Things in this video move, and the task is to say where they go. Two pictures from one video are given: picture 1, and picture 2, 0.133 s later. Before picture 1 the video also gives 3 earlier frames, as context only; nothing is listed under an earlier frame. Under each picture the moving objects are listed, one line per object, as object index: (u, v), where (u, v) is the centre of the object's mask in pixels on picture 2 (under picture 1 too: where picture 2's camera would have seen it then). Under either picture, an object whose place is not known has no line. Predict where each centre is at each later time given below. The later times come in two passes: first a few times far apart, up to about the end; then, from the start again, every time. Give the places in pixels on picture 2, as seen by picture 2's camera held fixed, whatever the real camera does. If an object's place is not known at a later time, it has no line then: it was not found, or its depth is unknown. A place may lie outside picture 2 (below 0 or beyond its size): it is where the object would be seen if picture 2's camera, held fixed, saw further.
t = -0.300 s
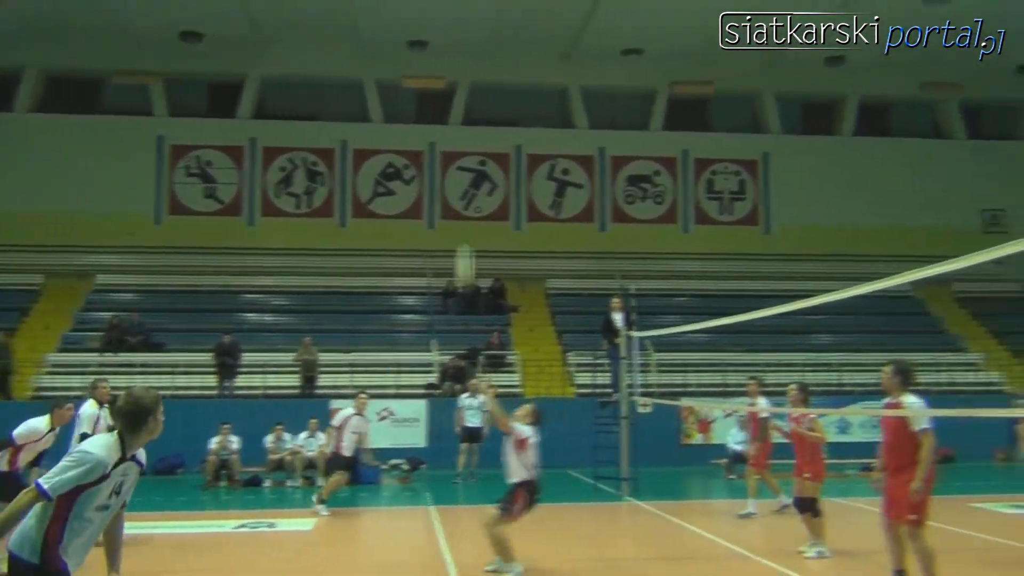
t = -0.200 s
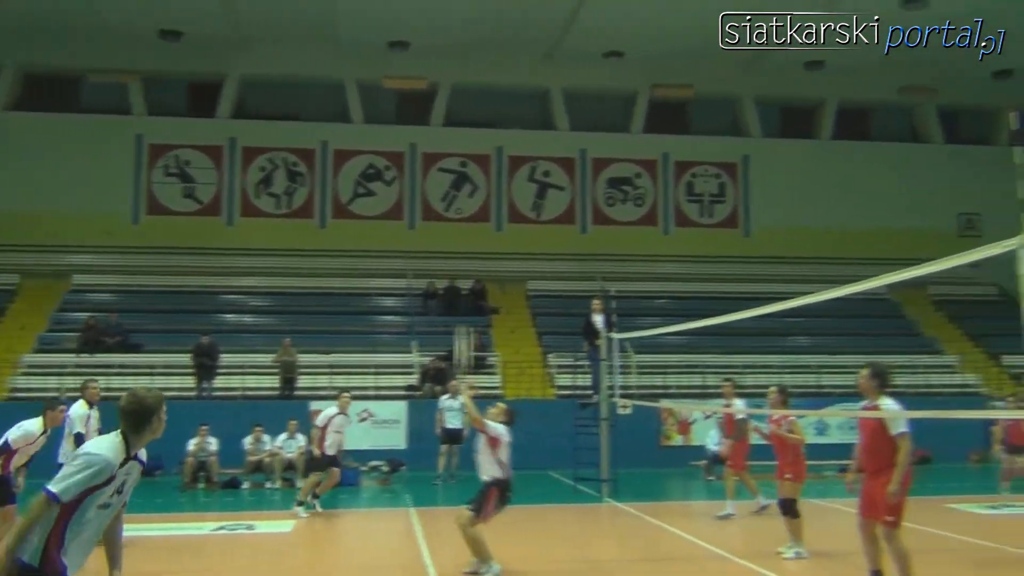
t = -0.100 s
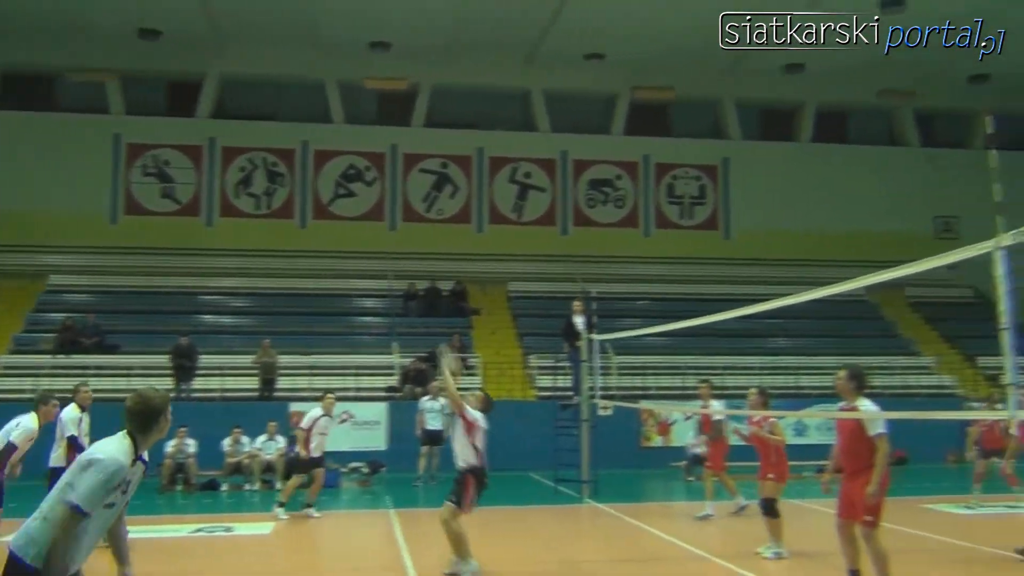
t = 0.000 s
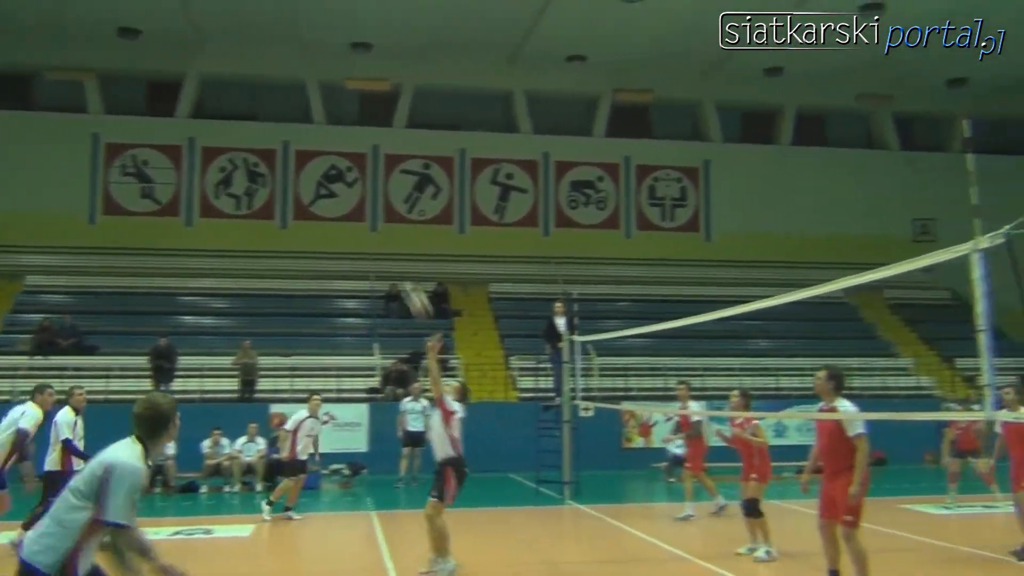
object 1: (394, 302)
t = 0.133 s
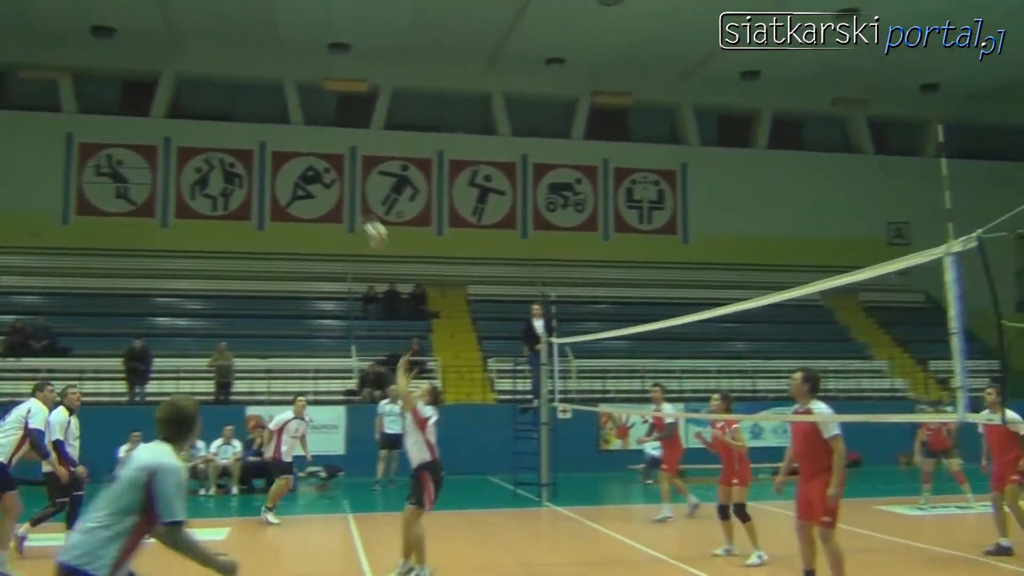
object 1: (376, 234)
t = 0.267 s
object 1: (354, 181)
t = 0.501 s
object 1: (321, 137)
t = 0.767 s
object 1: (284, 153)
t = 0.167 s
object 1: (370, 217)
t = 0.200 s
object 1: (366, 204)
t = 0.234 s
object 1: (361, 194)
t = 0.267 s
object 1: (354, 181)
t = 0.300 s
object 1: (350, 172)
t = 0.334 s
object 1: (345, 164)
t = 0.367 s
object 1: (340, 156)
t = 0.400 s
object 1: (335, 149)
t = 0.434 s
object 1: (330, 144)
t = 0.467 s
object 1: (326, 140)
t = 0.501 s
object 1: (321, 137)
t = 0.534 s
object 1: (316, 136)
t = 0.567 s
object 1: (312, 135)
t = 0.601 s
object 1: (308, 135)
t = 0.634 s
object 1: (303, 136)
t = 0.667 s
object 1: (299, 138)
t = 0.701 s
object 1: (294, 142)
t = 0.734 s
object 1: (289, 147)
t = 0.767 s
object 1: (284, 153)
